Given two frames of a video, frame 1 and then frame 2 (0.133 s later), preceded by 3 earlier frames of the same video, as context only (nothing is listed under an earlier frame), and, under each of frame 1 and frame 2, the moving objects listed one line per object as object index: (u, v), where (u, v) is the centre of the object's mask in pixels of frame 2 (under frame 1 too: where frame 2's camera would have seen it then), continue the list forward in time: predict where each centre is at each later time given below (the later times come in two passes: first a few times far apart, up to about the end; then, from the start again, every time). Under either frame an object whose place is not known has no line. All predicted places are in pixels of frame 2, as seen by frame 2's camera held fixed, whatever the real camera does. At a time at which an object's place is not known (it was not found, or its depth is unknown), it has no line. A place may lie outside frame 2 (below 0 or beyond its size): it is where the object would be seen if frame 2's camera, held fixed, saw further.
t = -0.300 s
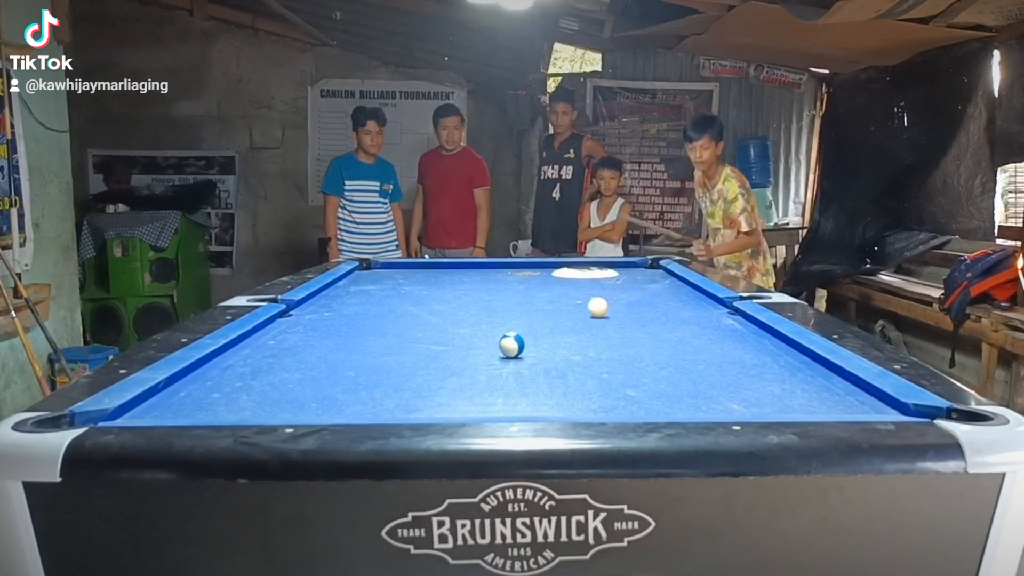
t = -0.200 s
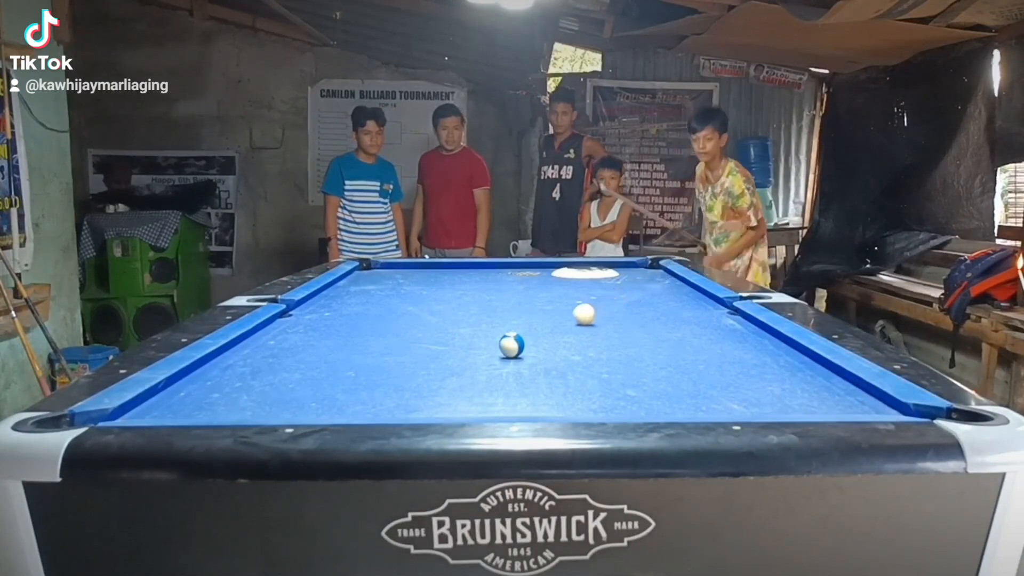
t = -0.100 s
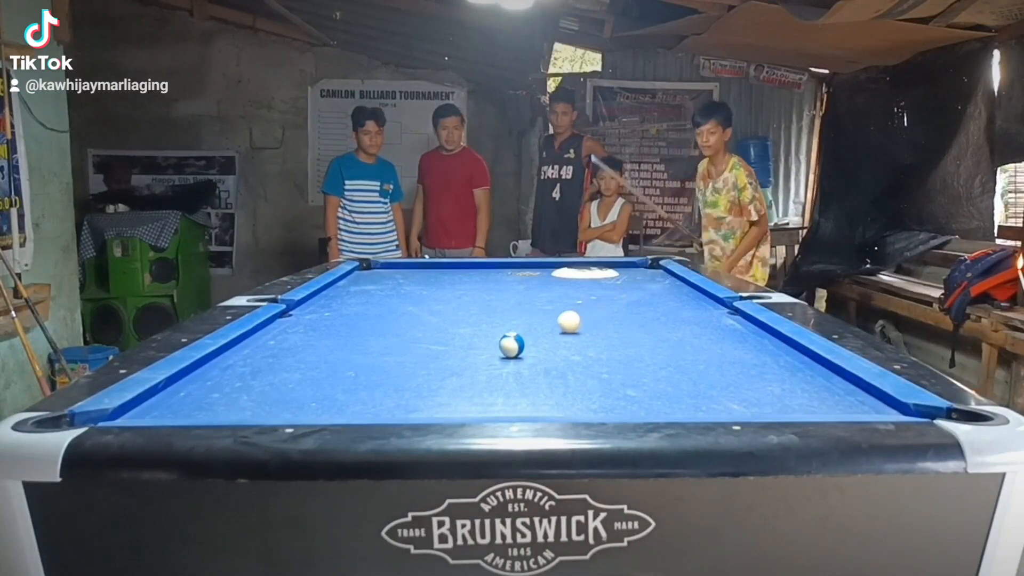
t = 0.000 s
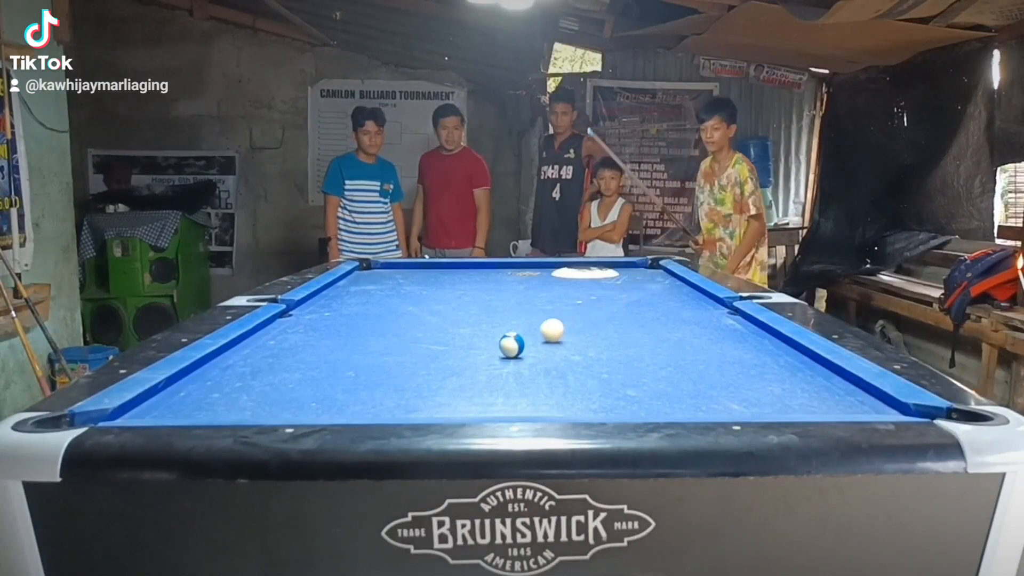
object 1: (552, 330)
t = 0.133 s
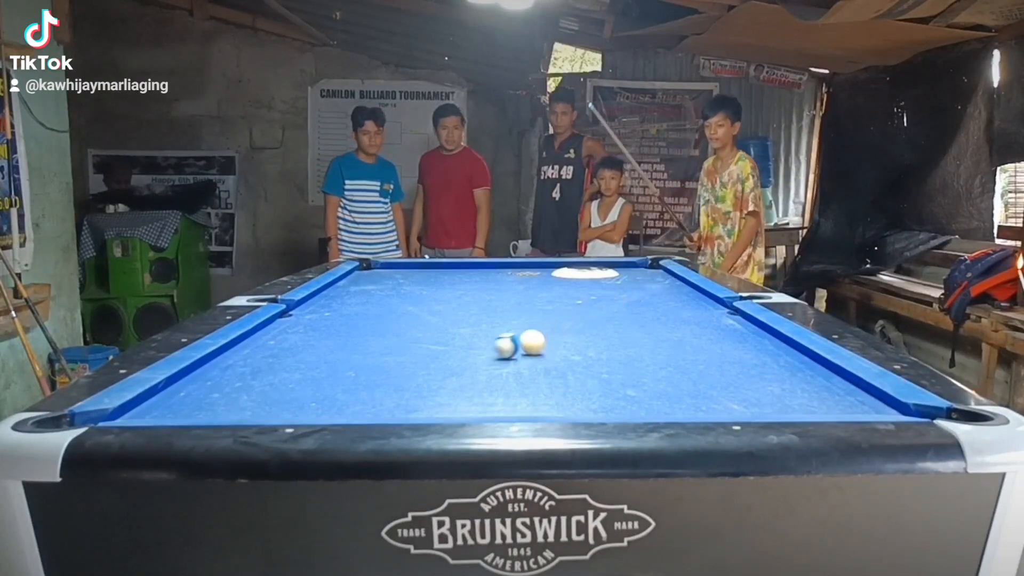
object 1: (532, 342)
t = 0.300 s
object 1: (548, 350)
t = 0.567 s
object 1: (573, 363)
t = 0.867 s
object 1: (604, 381)
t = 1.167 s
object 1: (638, 400)
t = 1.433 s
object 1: (668, 408)
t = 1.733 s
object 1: (672, 401)
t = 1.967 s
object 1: (674, 396)
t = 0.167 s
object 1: (537, 343)
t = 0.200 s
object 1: (540, 345)
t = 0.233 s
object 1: (542, 346)
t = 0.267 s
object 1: (545, 348)
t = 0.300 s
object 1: (548, 350)
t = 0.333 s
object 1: (551, 351)
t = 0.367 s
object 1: (554, 353)
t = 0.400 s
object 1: (557, 355)
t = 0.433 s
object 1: (560, 356)
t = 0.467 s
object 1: (563, 358)
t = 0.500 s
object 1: (566, 360)
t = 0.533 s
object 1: (569, 362)
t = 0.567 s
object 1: (573, 363)
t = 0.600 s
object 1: (576, 365)
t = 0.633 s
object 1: (579, 367)
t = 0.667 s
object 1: (582, 369)
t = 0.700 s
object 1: (586, 371)
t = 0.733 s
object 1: (590, 373)
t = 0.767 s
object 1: (593, 375)
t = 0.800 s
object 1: (596, 377)
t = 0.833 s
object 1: (600, 380)
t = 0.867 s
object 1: (604, 381)
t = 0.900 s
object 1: (607, 383)
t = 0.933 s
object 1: (611, 386)
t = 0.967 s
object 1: (615, 388)
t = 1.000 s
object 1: (619, 390)
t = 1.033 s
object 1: (623, 392)
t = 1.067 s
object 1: (627, 395)
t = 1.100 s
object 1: (631, 396)
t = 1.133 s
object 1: (634, 398)
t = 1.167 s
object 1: (638, 400)
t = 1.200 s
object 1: (643, 401)
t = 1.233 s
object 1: (647, 403)
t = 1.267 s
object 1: (651, 404)
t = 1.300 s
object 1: (655, 405)
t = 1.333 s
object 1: (660, 407)
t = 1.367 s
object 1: (664, 408)
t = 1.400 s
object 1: (668, 409)
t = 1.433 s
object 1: (668, 408)
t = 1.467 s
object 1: (669, 407)
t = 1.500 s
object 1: (669, 407)
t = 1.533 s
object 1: (669, 406)
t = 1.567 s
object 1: (670, 405)
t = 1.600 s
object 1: (670, 404)
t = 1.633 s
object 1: (671, 404)
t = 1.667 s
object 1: (671, 403)
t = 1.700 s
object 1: (672, 402)
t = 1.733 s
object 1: (672, 401)
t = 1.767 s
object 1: (672, 401)
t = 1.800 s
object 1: (673, 400)
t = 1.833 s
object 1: (673, 399)
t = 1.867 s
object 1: (673, 398)
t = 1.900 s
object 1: (673, 398)
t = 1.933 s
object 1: (674, 397)
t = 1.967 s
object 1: (674, 396)
